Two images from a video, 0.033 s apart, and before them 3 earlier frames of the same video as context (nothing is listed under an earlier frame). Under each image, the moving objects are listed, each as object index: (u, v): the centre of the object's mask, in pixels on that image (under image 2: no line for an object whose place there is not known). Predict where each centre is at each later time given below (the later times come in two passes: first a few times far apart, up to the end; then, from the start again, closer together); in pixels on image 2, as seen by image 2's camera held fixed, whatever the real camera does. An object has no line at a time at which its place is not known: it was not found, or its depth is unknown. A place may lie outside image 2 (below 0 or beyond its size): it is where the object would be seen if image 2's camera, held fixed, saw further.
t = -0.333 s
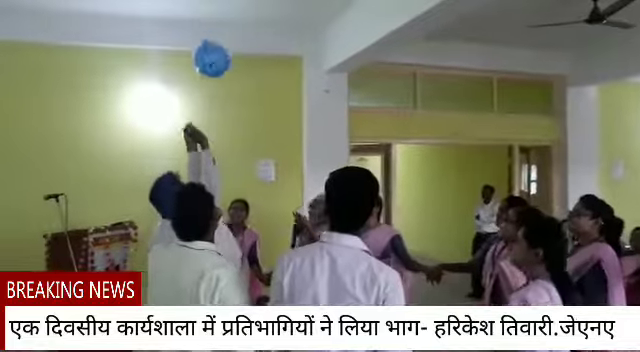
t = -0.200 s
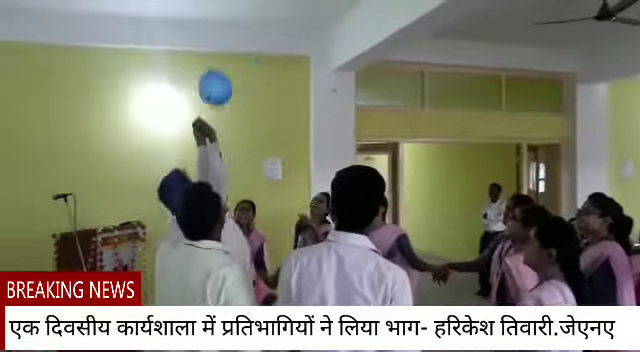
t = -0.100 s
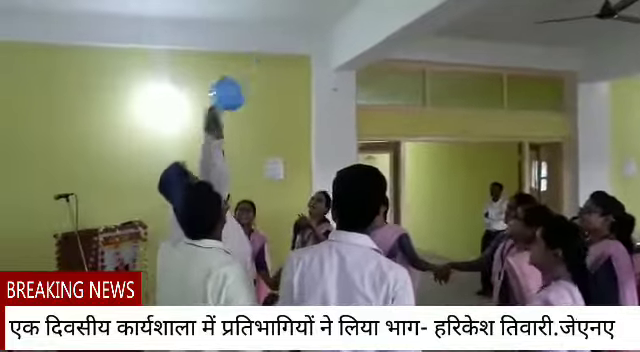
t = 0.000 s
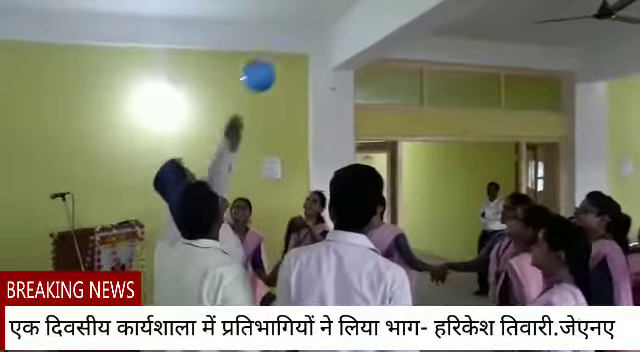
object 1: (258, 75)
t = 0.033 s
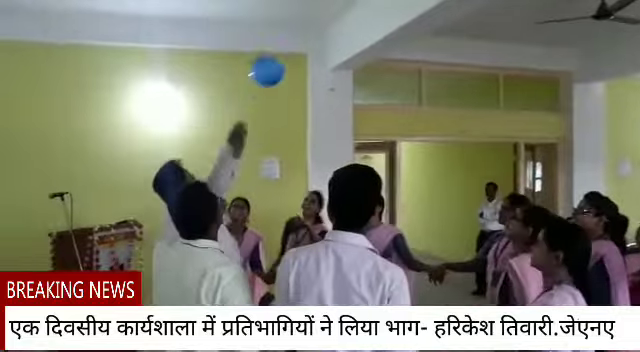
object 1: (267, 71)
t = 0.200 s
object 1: (303, 53)
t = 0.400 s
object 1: (336, 45)
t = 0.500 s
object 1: (348, 44)
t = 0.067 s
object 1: (276, 66)
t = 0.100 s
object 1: (283, 62)
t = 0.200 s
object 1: (303, 53)
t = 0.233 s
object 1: (309, 51)
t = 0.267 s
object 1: (315, 49)
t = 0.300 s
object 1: (320, 48)
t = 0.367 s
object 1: (331, 45)
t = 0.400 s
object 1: (336, 45)
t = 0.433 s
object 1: (340, 44)
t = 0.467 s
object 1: (344, 44)
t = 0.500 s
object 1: (348, 44)
